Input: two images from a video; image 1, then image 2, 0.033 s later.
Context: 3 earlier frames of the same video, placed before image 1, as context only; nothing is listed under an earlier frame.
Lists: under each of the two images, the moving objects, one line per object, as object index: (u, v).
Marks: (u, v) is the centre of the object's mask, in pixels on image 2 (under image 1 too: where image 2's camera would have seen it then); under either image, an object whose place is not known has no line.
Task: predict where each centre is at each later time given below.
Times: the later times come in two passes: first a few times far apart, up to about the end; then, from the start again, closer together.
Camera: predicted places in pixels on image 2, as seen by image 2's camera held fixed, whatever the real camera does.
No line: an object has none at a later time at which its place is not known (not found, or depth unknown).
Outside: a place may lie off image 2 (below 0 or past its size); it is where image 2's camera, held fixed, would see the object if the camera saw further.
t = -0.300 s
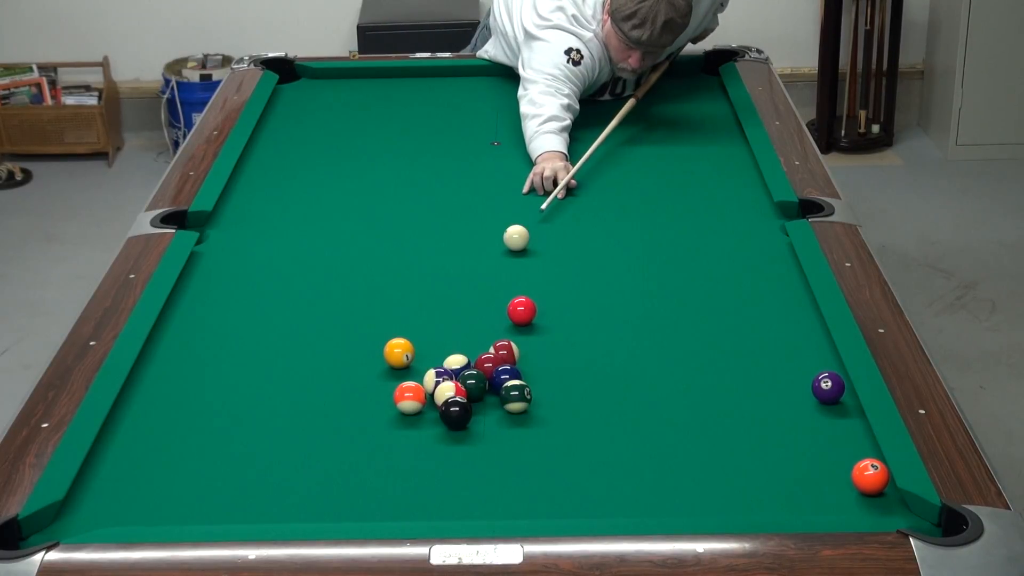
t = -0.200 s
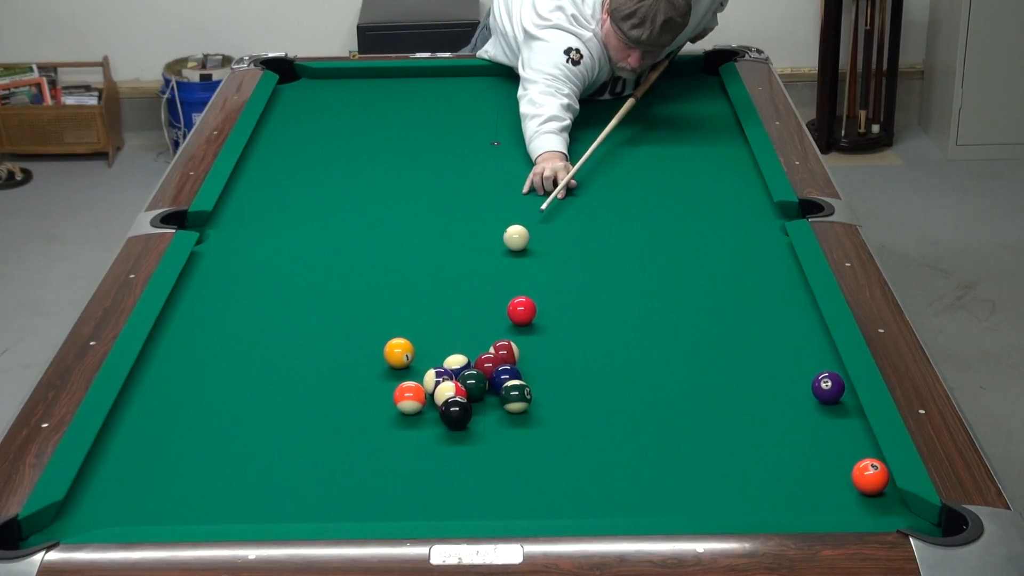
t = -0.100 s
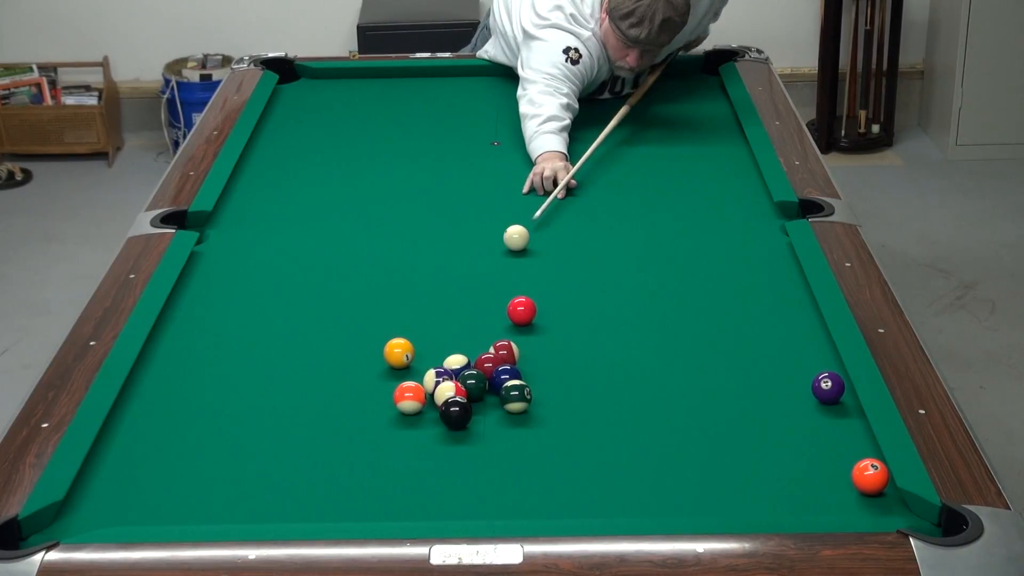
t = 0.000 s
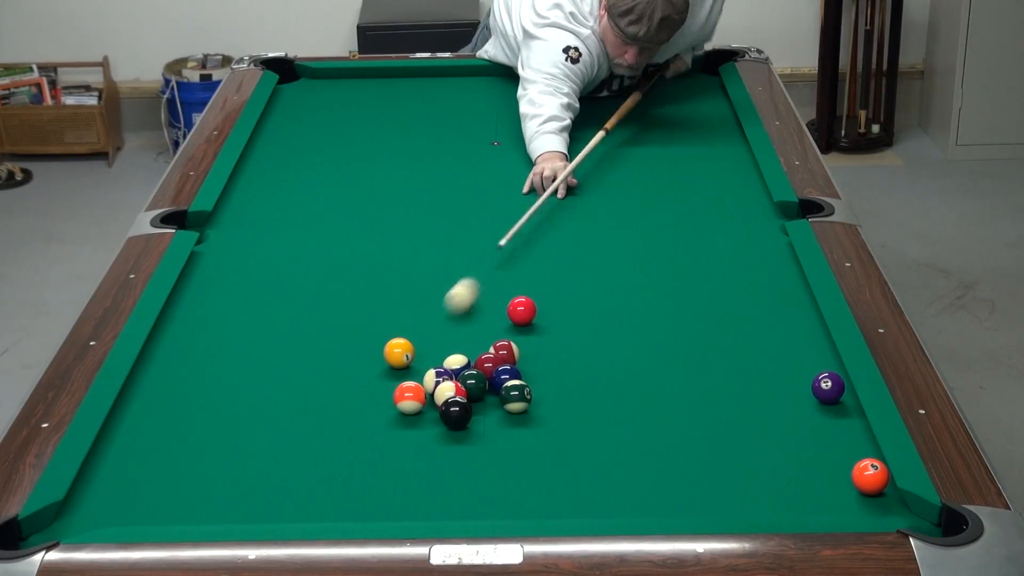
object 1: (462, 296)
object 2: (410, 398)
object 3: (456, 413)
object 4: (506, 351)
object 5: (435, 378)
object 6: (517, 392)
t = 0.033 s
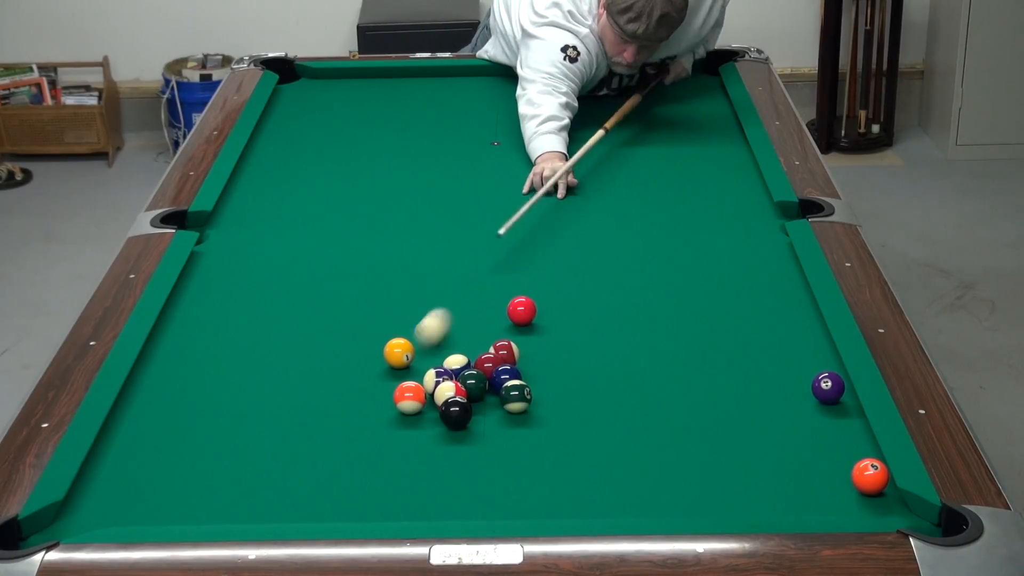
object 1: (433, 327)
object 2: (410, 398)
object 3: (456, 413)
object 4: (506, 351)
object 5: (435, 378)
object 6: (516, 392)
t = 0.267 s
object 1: (485, 344)
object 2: (391, 406)
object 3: (464, 430)
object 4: (543, 347)
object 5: (420, 383)
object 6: (517, 399)
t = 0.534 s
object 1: (511, 321)
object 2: (358, 423)
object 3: (478, 456)
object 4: (615, 334)
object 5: (402, 379)
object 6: (520, 404)
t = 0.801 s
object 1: (516, 316)
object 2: (326, 438)
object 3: (492, 483)
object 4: (681, 322)
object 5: (387, 376)
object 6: (525, 411)
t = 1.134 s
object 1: (521, 311)
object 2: (289, 456)
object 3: (508, 509)
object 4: (757, 308)
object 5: (373, 373)
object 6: (530, 416)
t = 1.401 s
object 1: (524, 309)
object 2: (261, 470)
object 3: (516, 504)
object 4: (792, 298)
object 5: (364, 371)
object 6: (532, 418)
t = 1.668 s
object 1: (525, 308)
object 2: (235, 482)
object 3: (522, 495)
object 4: (761, 295)
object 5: (359, 370)
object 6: (534, 419)
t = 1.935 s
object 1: (526, 308)
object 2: (211, 494)
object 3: (527, 486)
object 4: (733, 291)
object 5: (356, 369)
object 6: (535, 420)
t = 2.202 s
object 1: (526, 308)
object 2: (191, 505)
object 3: (531, 478)
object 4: (708, 288)
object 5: (355, 369)
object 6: (535, 420)
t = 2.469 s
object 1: (526, 308)
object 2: (173, 511)
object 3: (534, 472)
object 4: (686, 286)
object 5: (356, 369)
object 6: (535, 420)
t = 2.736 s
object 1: (526, 308)
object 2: (158, 516)
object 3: (536, 468)
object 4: (667, 283)
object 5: (356, 369)
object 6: (535, 420)
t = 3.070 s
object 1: (526, 308)
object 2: (151, 514)
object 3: (535, 467)
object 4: (649, 281)
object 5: (356, 369)
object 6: (535, 420)
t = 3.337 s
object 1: (526, 308)
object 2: (150, 513)
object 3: (535, 467)
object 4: (638, 280)
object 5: (356, 369)
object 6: (535, 420)
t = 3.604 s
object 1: (526, 308)
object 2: (151, 514)
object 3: (535, 467)
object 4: (629, 279)
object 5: (356, 369)
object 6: (535, 420)
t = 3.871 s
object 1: (526, 308)
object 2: (151, 514)
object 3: (535, 467)
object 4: (624, 278)
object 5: (356, 369)
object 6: (535, 420)
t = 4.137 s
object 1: (526, 308)
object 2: (151, 514)
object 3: (535, 467)
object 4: (622, 278)
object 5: (356, 369)
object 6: (535, 420)
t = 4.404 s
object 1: (526, 308)
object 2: (151, 514)
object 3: (535, 467)
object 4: (622, 278)
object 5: (356, 369)
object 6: (535, 420)
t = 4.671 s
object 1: (526, 308)
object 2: (151, 514)
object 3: (535, 467)
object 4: (623, 278)
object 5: (356, 369)
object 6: (535, 420)
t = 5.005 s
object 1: (526, 308)
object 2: (151, 514)
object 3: (535, 467)
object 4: (623, 278)
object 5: (356, 369)
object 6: (535, 420)
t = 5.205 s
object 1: (526, 308)
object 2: (151, 514)
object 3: (535, 467)
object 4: (622, 278)
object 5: (356, 369)
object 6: (535, 420)
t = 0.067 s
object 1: (431, 346)
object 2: (410, 398)
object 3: (456, 413)
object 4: (506, 351)
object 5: (436, 378)
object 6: (516, 392)
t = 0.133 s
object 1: (465, 350)
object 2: (409, 398)
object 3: (457, 415)
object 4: (508, 350)
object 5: (430, 381)
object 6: (517, 392)
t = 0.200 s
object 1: (478, 349)
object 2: (399, 403)
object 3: (461, 423)
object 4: (522, 350)
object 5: (424, 383)
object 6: (517, 394)
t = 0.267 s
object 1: (485, 344)
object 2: (391, 406)
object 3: (464, 430)
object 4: (543, 347)
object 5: (420, 383)
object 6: (517, 399)
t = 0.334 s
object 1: (493, 337)
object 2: (382, 410)
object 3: (468, 436)
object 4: (562, 344)
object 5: (415, 382)
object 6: (517, 400)
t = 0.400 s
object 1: (501, 330)
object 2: (374, 414)
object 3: (471, 443)
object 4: (580, 340)
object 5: (410, 381)
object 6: (517, 401)
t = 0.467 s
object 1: (509, 323)
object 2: (366, 419)
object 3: (474, 450)
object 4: (598, 337)
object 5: (406, 380)
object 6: (518, 403)
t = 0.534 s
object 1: (511, 321)
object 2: (358, 423)
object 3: (478, 456)
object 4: (615, 334)
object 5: (402, 379)
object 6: (520, 404)
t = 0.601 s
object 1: (512, 320)
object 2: (350, 427)
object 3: (481, 463)
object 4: (632, 331)
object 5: (398, 379)
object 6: (522, 406)
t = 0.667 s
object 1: (514, 319)
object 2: (342, 430)
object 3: (485, 470)
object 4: (649, 328)
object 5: (394, 378)
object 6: (523, 408)
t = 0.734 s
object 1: (515, 317)
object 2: (334, 434)
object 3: (488, 476)
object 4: (664, 325)
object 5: (391, 377)
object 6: (524, 409)
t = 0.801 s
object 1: (516, 316)
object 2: (326, 438)
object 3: (492, 483)
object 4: (681, 322)
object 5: (387, 376)
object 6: (525, 411)
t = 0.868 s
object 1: (518, 315)
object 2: (318, 442)
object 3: (495, 490)
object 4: (697, 319)
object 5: (384, 375)
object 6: (527, 412)
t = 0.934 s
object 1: (519, 314)
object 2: (310, 445)
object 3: (498, 496)
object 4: (712, 316)
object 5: (381, 374)
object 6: (528, 413)
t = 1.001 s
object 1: (520, 313)
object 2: (303, 449)
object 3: (502, 502)
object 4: (728, 313)
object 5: (378, 374)
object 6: (529, 414)
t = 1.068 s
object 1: (521, 312)
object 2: (296, 453)
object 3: (505, 506)
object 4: (742, 311)
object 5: (375, 373)
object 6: (530, 415)
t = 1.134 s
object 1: (521, 311)
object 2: (289, 456)
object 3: (508, 509)
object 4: (757, 308)
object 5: (373, 373)
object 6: (530, 416)
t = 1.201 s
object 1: (522, 311)
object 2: (281, 459)
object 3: (511, 510)
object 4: (772, 305)
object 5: (370, 372)
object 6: (531, 417)
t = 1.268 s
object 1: (522, 310)
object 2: (275, 463)
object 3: (513, 508)
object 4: (785, 303)
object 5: (368, 372)
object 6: (531, 417)
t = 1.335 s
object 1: (523, 309)
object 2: (268, 466)
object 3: (515, 506)
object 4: (800, 300)
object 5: (366, 371)
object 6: (531, 418)
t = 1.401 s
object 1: (524, 309)
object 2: (261, 470)
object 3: (516, 504)
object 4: (792, 298)
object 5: (364, 371)
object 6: (532, 418)
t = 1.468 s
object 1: (524, 308)
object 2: (254, 473)
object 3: (518, 502)
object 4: (784, 298)
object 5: (363, 371)
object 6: (533, 419)
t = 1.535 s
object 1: (524, 308)
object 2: (247, 476)
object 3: (519, 500)
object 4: (776, 296)
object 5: (361, 370)
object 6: (533, 419)
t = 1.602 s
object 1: (525, 308)
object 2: (241, 479)
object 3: (521, 498)
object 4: (769, 296)
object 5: (360, 370)
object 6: (534, 419)
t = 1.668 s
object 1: (525, 308)
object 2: (235, 482)
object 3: (522, 495)
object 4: (761, 295)
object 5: (359, 370)
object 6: (534, 419)
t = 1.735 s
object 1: (525, 308)
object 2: (228, 485)
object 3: (523, 493)
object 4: (753, 294)
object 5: (358, 370)
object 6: (535, 420)
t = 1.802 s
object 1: (525, 308)
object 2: (222, 488)
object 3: (525, 490)
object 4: (746, 293)
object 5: (357, 370)
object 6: (535, 420)
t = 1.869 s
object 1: (526, 308)
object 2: (217, 491)
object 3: (526, 488)
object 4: (739, 292)
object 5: (356, 369)
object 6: (535, 420)
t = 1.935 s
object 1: (526, 308)
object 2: (211, 494)
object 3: (527, 486)
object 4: (733, 291)
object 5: (356, 369)
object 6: (535, 420)
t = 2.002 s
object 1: (526, 308)
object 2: (206, 497)
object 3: (528, 483)
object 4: (726, 290)
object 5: (355, 369)
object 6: (535, 420)
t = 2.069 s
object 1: (526, 308)
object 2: (201, 499)
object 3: (529, 481)
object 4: (720, 289)
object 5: (355, 369)
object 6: (535, 420)
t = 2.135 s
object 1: (526, 308)
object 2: (196, 502)
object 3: (530, 479)
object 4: (714, 288)
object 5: (355, 369)
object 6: (535, 420)
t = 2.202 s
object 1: (526, 308)
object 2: (191, 505)
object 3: (531, 478)
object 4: (708, 288)
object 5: (355, 369)
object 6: (535, 420)
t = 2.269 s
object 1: (526, 308)
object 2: (186, 507)
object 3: (532, 476)
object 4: (702, 287)
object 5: (356, 369)
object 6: (535, 420)
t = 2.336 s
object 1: (526, 308)
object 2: (182, 508)
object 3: (533, 475)
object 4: (697, 286)
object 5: (356, 369)
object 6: (535, 420)
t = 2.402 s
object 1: (526, 308)
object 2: (177, 510)
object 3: (534, 473)
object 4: (692, 286)
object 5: (356, 369)
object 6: (535, 420)
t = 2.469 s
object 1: (526, 308)
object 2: (173, 511)
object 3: (534, 472)
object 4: (686, 286)
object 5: (356, 369)
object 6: (535, 420)
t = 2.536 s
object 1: (526, 308)
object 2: (169, 513)
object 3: (535, 471)
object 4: (681, 285)
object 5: (356, 369)
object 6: (535, 420)
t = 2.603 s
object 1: (526, 308)
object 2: (165, 514)
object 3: (535, 470)
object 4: (677, 284)
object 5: (356, 369)
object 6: (535, 419)
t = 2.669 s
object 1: (526, 308)
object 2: (162, 515)
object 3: (536, 469)
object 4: (672, 284)
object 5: (356, 369)
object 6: (535, 420)
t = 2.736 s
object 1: (526, 308)
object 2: (158, 516)
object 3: (536, 468)
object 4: (667, 283)
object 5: (356, 369)
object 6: (535, 420)
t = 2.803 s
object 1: (526, 308)
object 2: (156, 516)
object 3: (536, 468)
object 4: (663, 283)
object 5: (356, 369)
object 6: (535, 420)
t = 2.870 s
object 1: (526, 308)
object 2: (155, 515)
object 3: (536, 467)
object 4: (660, 282)
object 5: (356, 369)
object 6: (535, 420)
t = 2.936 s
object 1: (526, 308)
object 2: (153, 515)
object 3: (535, 467)
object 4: (656, 282)
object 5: (356, 369)
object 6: (535, 419)
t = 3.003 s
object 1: (526, 308)
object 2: (152, 515)
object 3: (535, 467)
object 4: (652, 282)
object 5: (356, 369)
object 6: (535, 420)
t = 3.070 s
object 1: (526, 308)
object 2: (151, 514)
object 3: (535, 467)
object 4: (649, 281)
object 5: (356, 369)
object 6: (535, 420)
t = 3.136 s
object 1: (526, 308)
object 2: (151, 514)
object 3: (535, 467)
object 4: (646, 281)
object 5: (356, 369)
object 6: (535, 420)
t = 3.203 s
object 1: (526, 308)
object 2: (150, 514)
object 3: (536, 467)
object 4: (643, 280)
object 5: (356, 369)
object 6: (535, 420)
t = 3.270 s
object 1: (526, 308)
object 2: (150, 514)
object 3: (535, 467)
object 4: (640, 280)
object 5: (356, 369)
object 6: (535, 420)
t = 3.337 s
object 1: (526, 308)
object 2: (150, 513)
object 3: (535, 467)
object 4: (638, 280)
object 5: (356, 369)
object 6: (535, 420)
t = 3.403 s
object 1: (526, 308)
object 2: (150, 513)
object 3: (536, 467)
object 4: (635, 279)
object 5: (356, 369)
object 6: (535, 420)
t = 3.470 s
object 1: (526, 308)
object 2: (150, 513)
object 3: (535, 467)
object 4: (633, 279)
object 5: (356, 369)
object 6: (535, 420)
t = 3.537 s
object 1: (526, 308)
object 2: (151, 513)
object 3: (535, 467)
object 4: (631, 279)
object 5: (356, 369)
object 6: (535, 420)
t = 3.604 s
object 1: (526, 308)
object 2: (151, 514)
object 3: (535, 467)
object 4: (629, 279)
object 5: (356, 369)
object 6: (535, 420)
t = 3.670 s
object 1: (526, 308)
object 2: (151, 514)
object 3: (535, 467)
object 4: (628, 279)
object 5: (356, 369)
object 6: (535, 420)
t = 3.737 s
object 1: (526, 308)
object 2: (151, 514)
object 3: (536, 467)
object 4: (626, 279)
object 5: (356, 369)
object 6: (535, 420)
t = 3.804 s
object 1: (526, 308)
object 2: (151, 514)
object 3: (535, 467)
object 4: (625, 278)
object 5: (356, 369)
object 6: (535, 420)
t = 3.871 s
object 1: (526, 308)
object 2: (151, 514)
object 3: (535, 467)
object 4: (624, 278)
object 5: (356, 369)
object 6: (535, 420)
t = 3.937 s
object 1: (526, 308)
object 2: (151, 514)
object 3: (535, 467)
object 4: (623, 278)
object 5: (356, 369)
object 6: (535, 420)
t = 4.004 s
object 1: (526, 308)
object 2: (151, 514)
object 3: (535, 467)
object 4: (622, 278)
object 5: (356, 369)
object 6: (535, 420)
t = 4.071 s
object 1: (526, 308)
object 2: (151, 514)
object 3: (535, 467)
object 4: (622, 278)
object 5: (356, 369)
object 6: (535, 420)
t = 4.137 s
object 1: (526, 308)
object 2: (151, 514)
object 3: (535, 467)
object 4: (622, 278)
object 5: (356, 369)
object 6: (535, 420)
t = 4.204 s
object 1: (526, 308)
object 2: (151, 514)
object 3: (535, 467)
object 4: (622, 278)
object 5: (356, 369)
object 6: (535, 420)
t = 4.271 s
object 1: (526, 308)
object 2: (151, 514)
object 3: (535, 467)
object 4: (622, 278)
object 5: (356, 369)
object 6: (535, 420)
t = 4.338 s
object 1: (526, 308)
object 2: (151, 514)
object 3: (535, 467)
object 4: (622, 278)
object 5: (356, 369)
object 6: (535, 420)
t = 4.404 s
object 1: (526, 308)
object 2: (151, 514)
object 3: (535, 467)
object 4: (622, 278)
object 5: (356, 369)
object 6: (535, 420)
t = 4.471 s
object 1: (526, 308)
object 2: (151, 514)
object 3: (535, 467)
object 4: (623, 278)
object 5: (356, 369)
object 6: (535, 420)
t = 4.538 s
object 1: (526, 308)
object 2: (151, 514)
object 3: (535, 467)
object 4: (623, 278)
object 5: (356, 369)
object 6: (535, 419)
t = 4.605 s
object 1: (526, 308)
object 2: (151, 514)
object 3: (535, 467)
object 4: (623, 278)
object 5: (356, 369)
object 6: (535, 420)
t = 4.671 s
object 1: (526, 308)
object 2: (151, 514)
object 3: (535, 467)
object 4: (623, 278)
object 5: (356, 369)
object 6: (535, 420)
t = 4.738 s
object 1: (526, 308)
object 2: (151, 514)
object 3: (535, 467)
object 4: (623, 278)
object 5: (356, 369)
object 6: (535, 420)
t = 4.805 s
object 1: (526, 308)
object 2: (151, 514)
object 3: (535, 467)
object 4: (623, 278)
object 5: (356, 369)
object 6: (535, 420)
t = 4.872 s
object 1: (526, 308)
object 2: (151, 514)
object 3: (535, 467)
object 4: (623, 278)
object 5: (356, 369)
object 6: (535, 420)
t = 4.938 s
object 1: (526, 308)
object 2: (151, 514)
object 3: (535, 467)
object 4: (623, 278)
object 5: (356, 369)
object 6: (535, 420)
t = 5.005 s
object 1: (526, 308)
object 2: (151, 514)
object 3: (535, 467)
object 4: (623, 278)
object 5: (356, 369)
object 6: (535, 420)
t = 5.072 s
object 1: (526, 308)
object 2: (151, 514)
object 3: (535, 467)
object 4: (623, 278)
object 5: (356, 369)
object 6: (535, 420)
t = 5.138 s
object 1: (526, 308)
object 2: (151, 514)
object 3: (535, 467)
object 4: (623, 278)
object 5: (356, 369)
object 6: (535, 420)
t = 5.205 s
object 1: (526, 308)
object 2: (151, 514)
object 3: (535, 467)
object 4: (622, 278)
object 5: (356, 369)
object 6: (535, 420)
